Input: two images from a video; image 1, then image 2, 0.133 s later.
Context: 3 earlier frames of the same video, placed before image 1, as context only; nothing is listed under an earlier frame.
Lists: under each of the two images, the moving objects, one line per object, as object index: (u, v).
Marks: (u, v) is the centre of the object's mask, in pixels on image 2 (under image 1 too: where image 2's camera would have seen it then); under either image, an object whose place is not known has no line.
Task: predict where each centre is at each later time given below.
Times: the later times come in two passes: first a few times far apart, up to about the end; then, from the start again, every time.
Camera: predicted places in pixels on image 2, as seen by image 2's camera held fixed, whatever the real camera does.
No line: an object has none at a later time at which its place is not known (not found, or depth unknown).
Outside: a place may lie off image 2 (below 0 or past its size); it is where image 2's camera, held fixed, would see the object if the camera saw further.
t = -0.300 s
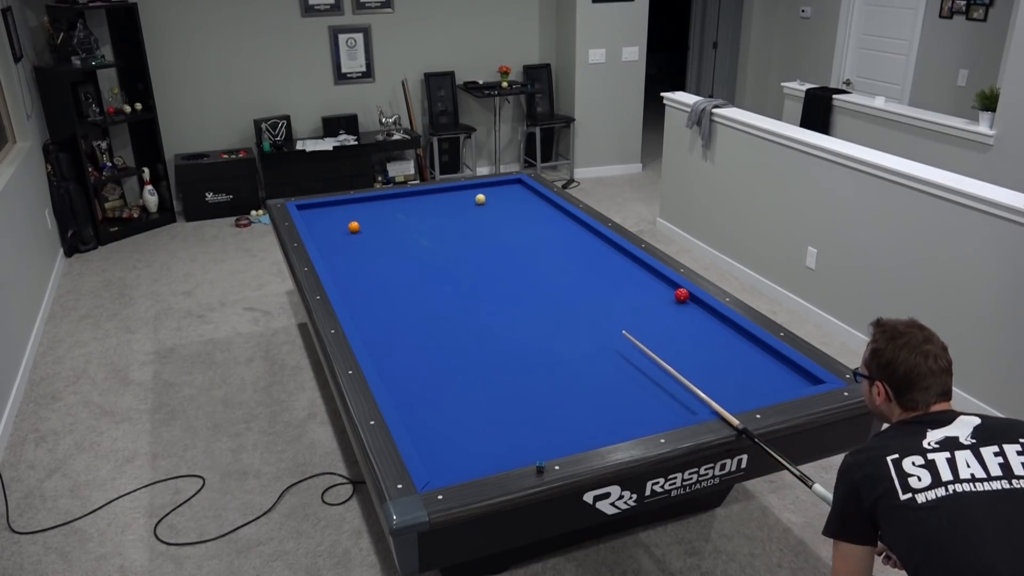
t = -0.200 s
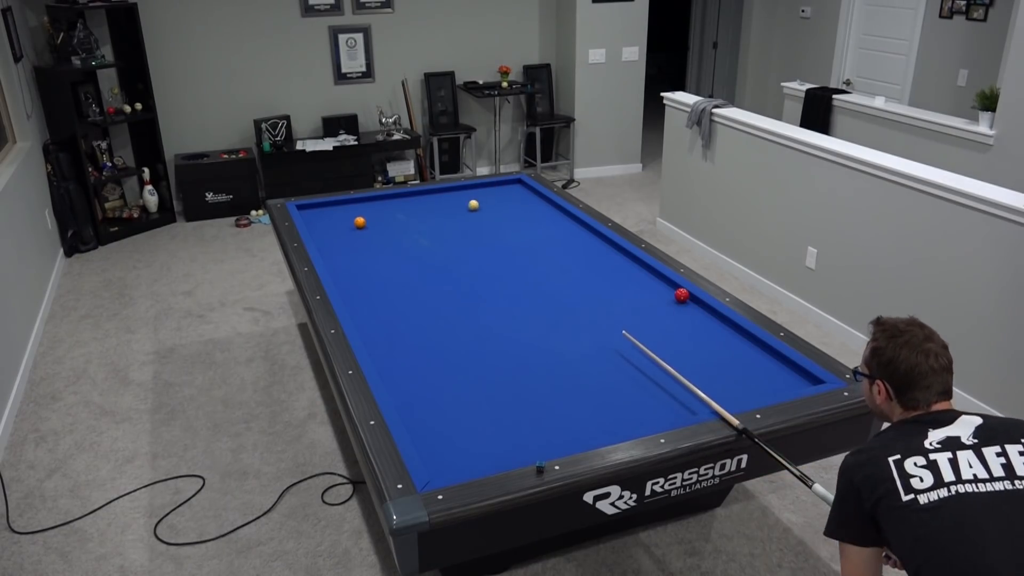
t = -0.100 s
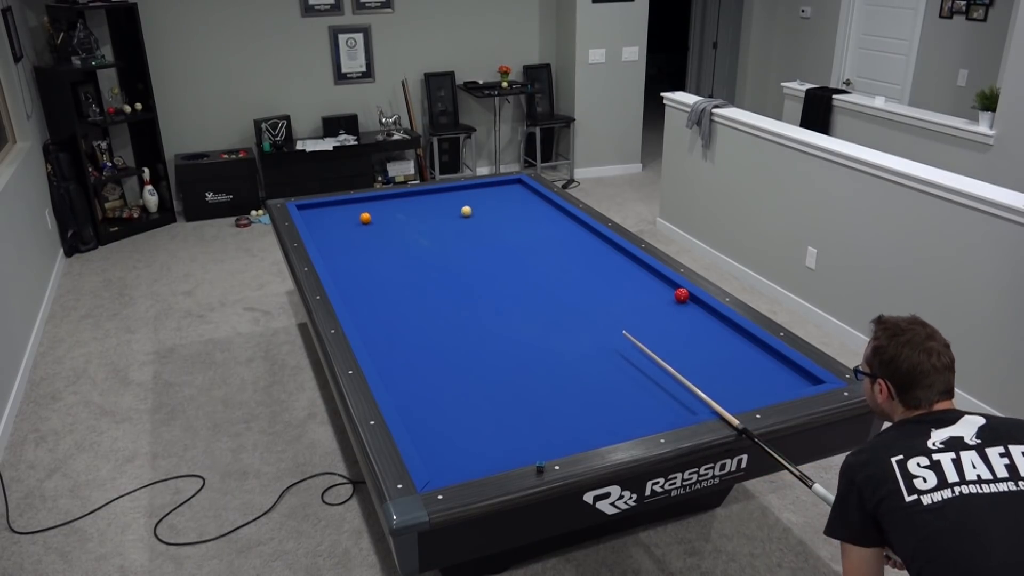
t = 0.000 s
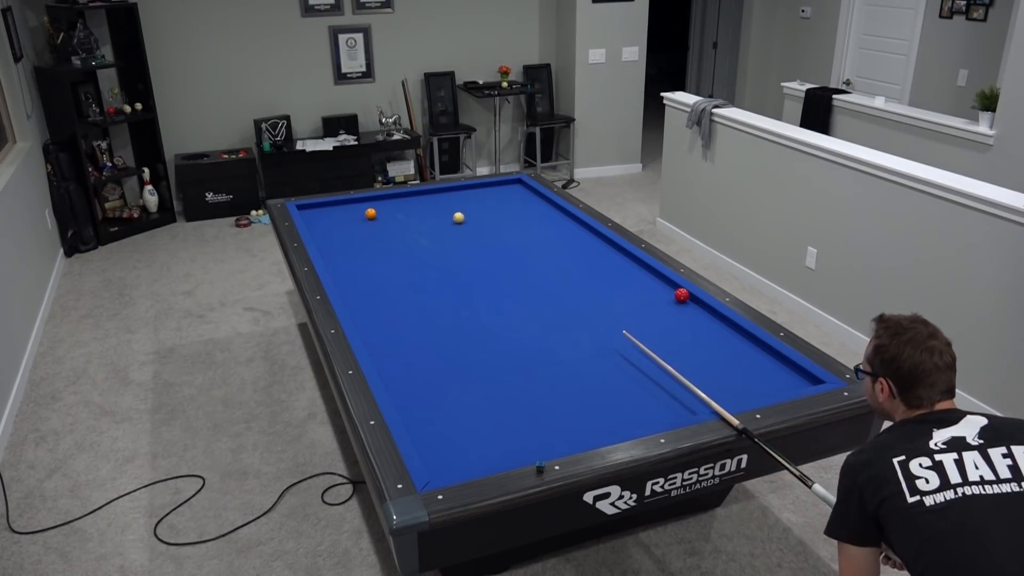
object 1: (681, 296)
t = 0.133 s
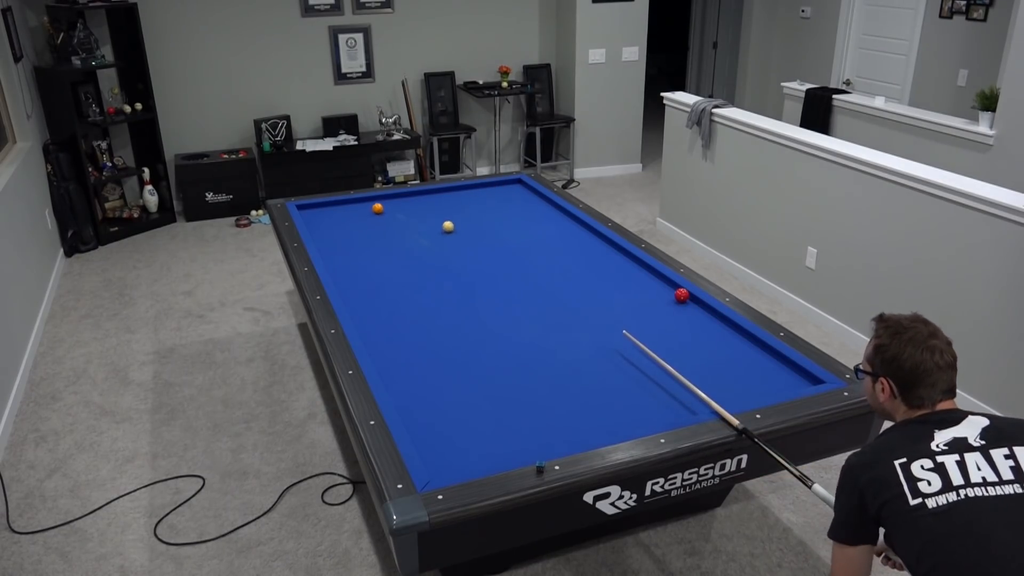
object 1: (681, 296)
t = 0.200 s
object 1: (681, 296)
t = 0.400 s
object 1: (681, 296)
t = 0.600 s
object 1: (681, 296)
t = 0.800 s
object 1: (681, 296)
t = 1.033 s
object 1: (681, 296)
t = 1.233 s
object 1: (681, 296)
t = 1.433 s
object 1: (681, 296)
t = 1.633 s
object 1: (681, 296)
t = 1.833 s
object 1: (681, 296)
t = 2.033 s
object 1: (681, 296)
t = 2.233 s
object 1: (681, 296)
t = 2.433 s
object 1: (681, 296)
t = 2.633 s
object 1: (681, 296)
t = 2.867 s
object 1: (681, 296)
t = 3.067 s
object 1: (681, 295)
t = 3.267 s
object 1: (681, 296)
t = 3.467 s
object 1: (681, 296)
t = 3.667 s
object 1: (681, 296)
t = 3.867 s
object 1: (681, 296)
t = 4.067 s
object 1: (681, 296)
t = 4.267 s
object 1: (681, 296)
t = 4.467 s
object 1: (681, 296)
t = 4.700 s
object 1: (680, 294)
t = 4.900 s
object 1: (679, 291)
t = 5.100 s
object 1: (676, 290)
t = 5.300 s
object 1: (674, 287)
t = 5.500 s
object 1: (670, 285)
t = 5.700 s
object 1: (667, 284)
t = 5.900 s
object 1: (664, 282)
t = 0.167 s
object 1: (681, 296)
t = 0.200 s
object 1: (681, 296)
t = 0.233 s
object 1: (681, 296)
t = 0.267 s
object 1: (681, 296)
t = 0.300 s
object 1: (681, 296)
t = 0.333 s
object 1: (681, 296)
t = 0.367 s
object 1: (681, 296)
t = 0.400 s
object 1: (681, 296)
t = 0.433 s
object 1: (681, 296)
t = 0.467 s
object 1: (681, 296)
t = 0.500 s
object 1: (681, 296)
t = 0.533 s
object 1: (681, 296)
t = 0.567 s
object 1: (681, 296)
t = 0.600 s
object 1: (681, 296)
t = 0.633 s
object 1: (681, 296)
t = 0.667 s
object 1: (681, 296)
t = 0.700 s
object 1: (681, 296)
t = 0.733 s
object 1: (681, 296)
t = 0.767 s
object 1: (681, 296)
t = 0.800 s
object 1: (681, 296)
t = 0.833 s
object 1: (681, 296)
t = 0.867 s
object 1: (681, 296)
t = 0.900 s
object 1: (681, 296)
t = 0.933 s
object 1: (681, 296)
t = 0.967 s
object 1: (681, 296)
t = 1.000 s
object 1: (681, 296)
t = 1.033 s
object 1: (681, 296)
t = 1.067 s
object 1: (681, 296)
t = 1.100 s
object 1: (681, 296)
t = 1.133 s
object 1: (681, 296)
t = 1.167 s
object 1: (681, 296)
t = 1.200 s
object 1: (681, 296)
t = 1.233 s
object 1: (681, 296)
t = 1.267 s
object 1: (681, 296)
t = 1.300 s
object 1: (681, 296)
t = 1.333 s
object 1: (681, 296)
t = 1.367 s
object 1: (681, 296)
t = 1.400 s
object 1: (681, 296)
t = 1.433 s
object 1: (681, 296)
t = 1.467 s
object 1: (681, 296)
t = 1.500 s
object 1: (681, 296)
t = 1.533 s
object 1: (681, 296)
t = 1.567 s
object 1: (681, 296)
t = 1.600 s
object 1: (681, 296)
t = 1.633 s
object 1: (681, 296)
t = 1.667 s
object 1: (681, 296)
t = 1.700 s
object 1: (681, 296)
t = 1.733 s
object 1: (681, 296)
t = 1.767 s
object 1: (681, 296)
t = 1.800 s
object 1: (681, 296)
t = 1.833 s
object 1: (681, 296)
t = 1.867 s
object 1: (681, 296)
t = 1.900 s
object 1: (681, 296)
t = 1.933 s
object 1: (681, 296)
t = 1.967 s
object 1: (681, 296)
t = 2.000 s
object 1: (681, 296)
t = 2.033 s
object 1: (681, 296)
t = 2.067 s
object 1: (681, 296)
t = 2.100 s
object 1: (681, 296)
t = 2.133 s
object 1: (681, 296)
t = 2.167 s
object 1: (681, 296)
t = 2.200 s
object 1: (681, 296)
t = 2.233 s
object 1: (681, 296)
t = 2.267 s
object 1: (681, 296)
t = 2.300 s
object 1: (681, 296)
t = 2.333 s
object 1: (681, 296)
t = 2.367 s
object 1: (681, 296)
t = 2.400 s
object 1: (682, 295)
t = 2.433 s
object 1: (681, 296)
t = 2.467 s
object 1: (681, 296)
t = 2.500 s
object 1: (681, 296)
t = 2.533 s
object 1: (681, 296)
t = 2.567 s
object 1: (681, 296)
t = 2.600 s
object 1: (681, 296)
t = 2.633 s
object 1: (681, 296)
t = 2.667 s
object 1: (681, 296)
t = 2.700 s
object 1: (681, 296)
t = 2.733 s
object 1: (681, 296)
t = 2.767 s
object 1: (681, 296)
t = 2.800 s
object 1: (681, 296)
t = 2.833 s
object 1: (681, 296)
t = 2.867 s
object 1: (681, 296)
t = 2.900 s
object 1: (681, 296)
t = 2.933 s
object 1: (681, 296)
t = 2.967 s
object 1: (681, 296)
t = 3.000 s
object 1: (681, 296)
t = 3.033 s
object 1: (681, 296)
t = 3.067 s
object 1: (681, 295)
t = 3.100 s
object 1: (681, 296)
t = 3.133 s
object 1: (681, 296)
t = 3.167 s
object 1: (681, 296)
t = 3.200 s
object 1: (681, 296)
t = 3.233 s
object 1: (681, 296)
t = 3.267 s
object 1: (681, 296)
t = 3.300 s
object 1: (681, 296)
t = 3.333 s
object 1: (681, 296)
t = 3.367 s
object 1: (681, 296)
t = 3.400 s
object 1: (681, 296)
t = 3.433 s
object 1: (681, 296)
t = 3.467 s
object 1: (681, 296)
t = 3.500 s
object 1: (681, 296)
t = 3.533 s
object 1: (681, 296)
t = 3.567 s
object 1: (681, 296)
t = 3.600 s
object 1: (681, 296)
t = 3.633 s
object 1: (681, 296)
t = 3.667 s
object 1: (681, 296)
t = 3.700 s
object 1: (681, 296)
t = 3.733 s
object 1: (681, 296)
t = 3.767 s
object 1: (681, 296)
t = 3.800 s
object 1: (681, 296)
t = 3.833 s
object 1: (681, 296)
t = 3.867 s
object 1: (681, 296)
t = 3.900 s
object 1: (681, 296)
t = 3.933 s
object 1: (681, 296)
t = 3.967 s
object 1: (681, 296)
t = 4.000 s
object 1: (681, 296)
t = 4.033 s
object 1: (681, 296)
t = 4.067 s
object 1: (681, 296)
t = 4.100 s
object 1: (681, 296)
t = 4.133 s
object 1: (681, 296)
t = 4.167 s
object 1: (681, 296)
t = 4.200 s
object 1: (681, 296)
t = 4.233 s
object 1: (681, 296)
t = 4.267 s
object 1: (681, 296)
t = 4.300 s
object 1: (681, 296)
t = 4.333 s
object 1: (681, 296)
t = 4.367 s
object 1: (681, 296)
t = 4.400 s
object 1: (681, 296)
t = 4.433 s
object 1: (681, 296)
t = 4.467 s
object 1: (681, 296)
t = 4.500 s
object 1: (681, 296)
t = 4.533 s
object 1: (681, 296)
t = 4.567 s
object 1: (681, 296)
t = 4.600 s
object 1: (681, 296)
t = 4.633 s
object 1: (681, 296)
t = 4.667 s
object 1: (680, 295)
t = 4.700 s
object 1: (680, 294)
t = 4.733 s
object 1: (679, 293)
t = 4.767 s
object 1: (679, 292)
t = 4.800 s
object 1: (679, 291)
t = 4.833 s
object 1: (679, 291)
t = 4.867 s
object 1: (679, 290)
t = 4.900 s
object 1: (679, 291)
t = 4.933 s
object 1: (679, 291)
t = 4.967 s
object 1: (678, 291)
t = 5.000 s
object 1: (677, 291)
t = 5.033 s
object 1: (677, 290)
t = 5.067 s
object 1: (677, 290)
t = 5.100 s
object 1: (676, 290)
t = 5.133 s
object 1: (676, 289)
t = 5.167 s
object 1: (675, 289)
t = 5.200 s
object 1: (675, 288)
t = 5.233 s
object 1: (675, 288)
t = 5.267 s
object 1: (674, 288)
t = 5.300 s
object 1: (674, 287)
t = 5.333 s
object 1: (673, 287)
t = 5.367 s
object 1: (673, 287)
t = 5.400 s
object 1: (672, 286)
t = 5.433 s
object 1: (671, 286)
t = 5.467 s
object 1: (671, 286)
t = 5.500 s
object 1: (670, 285)
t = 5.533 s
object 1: (670, 285)
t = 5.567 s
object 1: (669, 285)
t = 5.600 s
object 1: (668, 284)
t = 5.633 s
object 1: (668, 284)
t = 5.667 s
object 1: (667, 284)
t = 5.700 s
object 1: (667, 284)
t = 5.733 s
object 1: (666, 283)
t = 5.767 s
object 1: (666, 283)
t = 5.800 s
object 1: (665, 283)
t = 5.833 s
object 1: (664, 283)
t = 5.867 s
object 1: (664, 282)
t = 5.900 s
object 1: (664, 282)
